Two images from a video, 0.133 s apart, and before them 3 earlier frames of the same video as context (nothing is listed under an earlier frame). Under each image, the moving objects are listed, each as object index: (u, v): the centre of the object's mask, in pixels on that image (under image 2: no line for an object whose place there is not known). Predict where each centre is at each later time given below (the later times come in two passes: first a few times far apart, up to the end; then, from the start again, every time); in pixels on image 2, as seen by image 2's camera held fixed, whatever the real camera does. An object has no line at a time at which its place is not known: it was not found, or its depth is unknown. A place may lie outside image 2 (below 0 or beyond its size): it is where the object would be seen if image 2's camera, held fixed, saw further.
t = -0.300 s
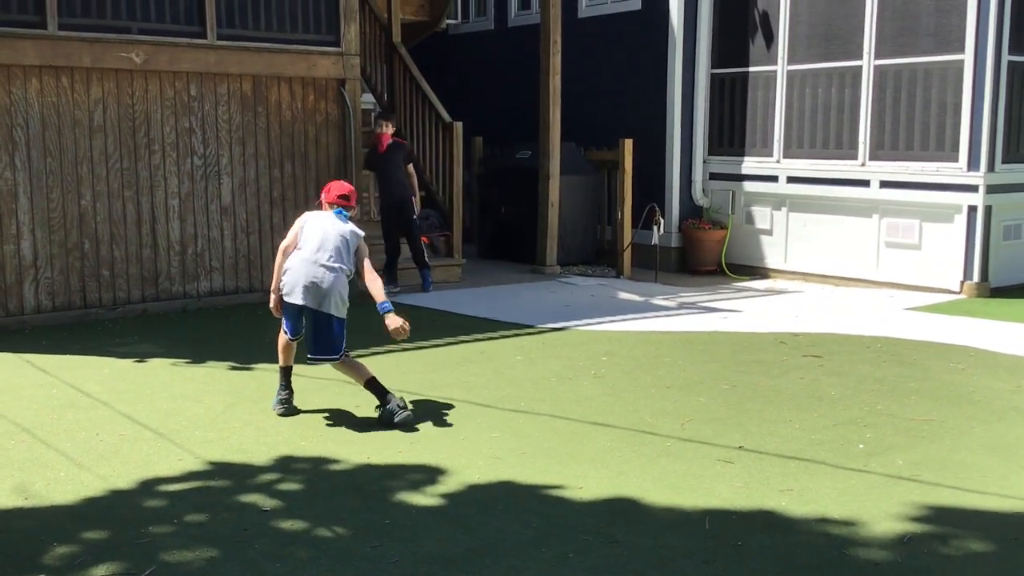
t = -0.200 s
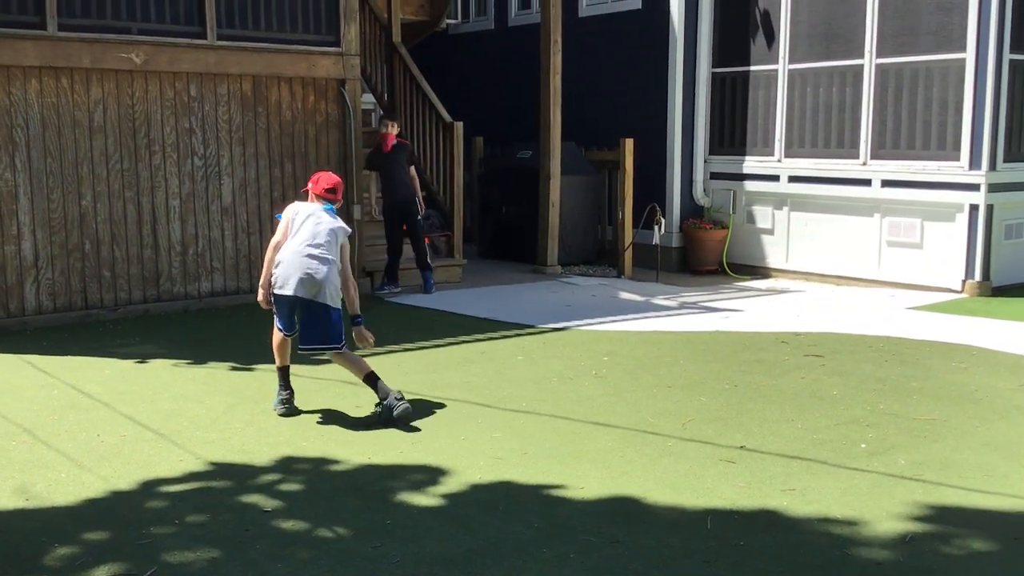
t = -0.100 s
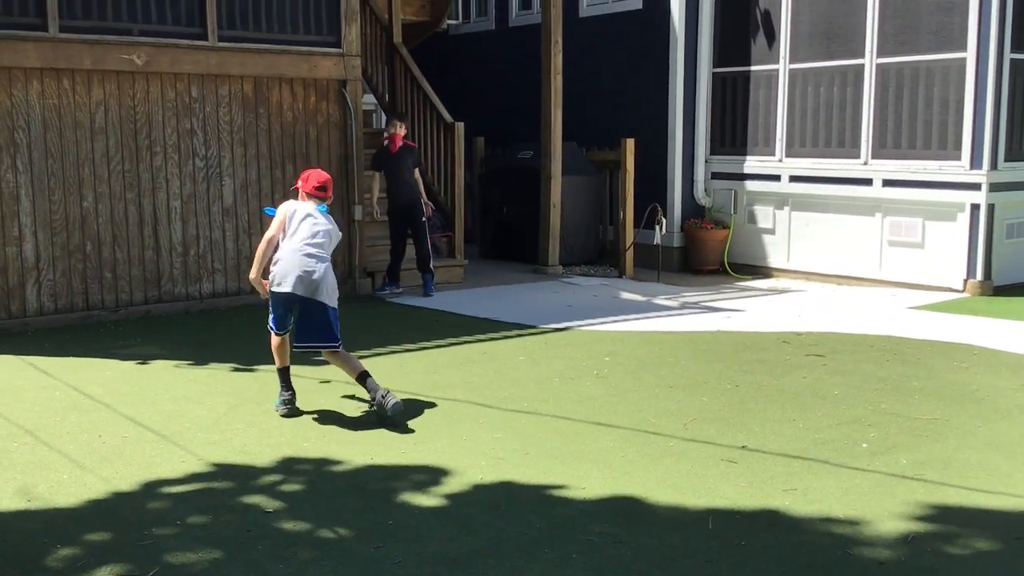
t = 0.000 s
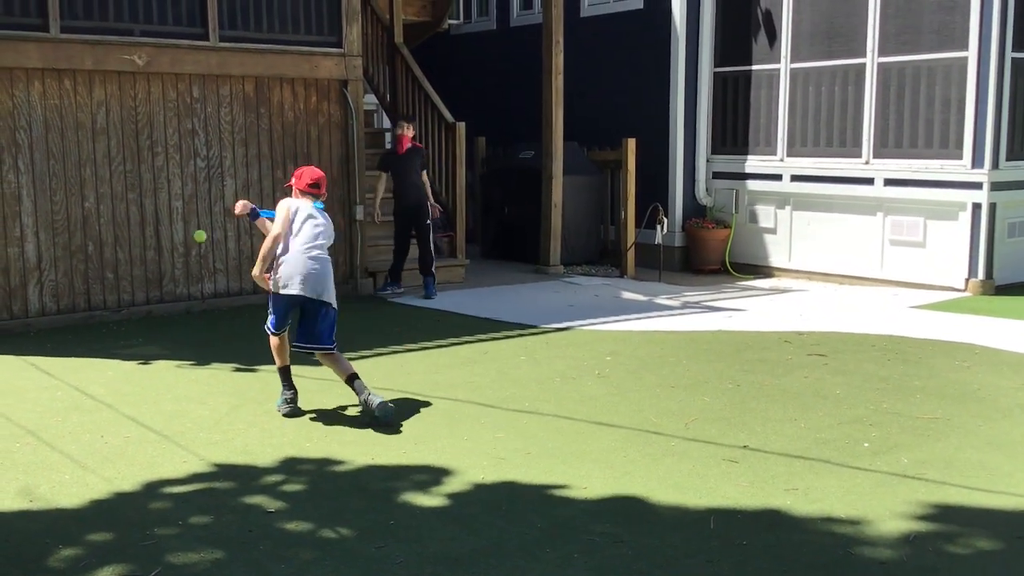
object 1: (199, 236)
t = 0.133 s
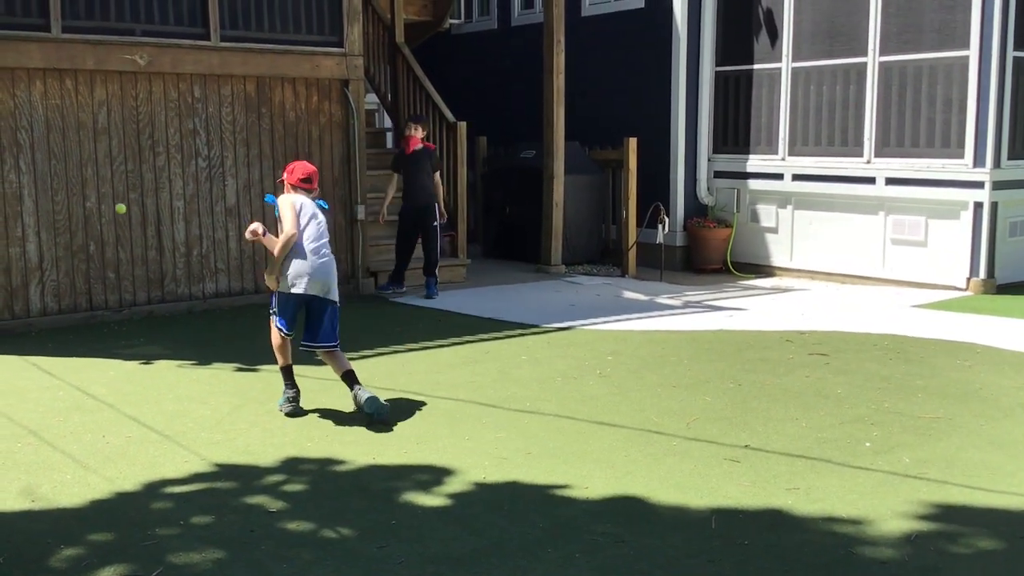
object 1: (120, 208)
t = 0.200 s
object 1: (87, 207)
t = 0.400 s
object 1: (129, 232)
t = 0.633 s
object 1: (200, 359)
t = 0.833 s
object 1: (223, 322)
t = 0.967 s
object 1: (237, 314)
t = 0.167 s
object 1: (103, 207)
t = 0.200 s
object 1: (87, 207)
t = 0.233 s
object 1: (91, 207)
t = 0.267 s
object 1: (98, 208)
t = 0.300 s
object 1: (105, 211)
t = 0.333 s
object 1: (112, 217)
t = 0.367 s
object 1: (121, 223)
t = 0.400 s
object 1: (129, 232)
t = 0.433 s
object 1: (138, 243)
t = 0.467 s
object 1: (147, 256)
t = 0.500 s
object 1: (156, 272)
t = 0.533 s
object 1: (167, 289)
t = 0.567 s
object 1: (177, 309)
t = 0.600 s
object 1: (188, 333)
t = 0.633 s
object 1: (200, 359)
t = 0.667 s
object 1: (210, 379)
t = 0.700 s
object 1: (212, 362)
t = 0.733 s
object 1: (215, 350)
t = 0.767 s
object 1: (217, 339)
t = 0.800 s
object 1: (220, 329)
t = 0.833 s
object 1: (223, 322)
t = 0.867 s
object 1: (227, 316)
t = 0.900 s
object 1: (230, 313)
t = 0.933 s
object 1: (233, 313)
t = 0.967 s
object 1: (237, 314)
